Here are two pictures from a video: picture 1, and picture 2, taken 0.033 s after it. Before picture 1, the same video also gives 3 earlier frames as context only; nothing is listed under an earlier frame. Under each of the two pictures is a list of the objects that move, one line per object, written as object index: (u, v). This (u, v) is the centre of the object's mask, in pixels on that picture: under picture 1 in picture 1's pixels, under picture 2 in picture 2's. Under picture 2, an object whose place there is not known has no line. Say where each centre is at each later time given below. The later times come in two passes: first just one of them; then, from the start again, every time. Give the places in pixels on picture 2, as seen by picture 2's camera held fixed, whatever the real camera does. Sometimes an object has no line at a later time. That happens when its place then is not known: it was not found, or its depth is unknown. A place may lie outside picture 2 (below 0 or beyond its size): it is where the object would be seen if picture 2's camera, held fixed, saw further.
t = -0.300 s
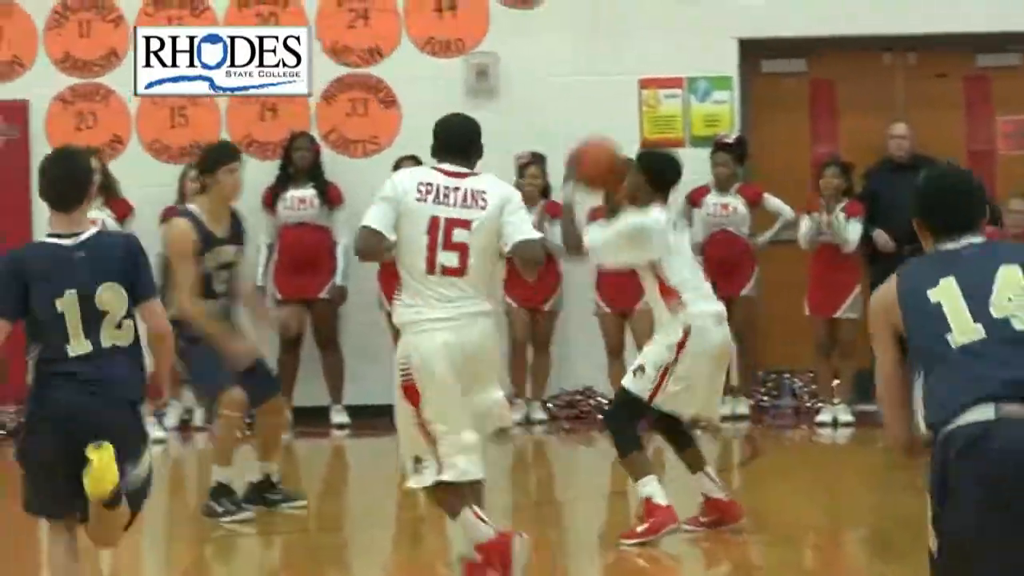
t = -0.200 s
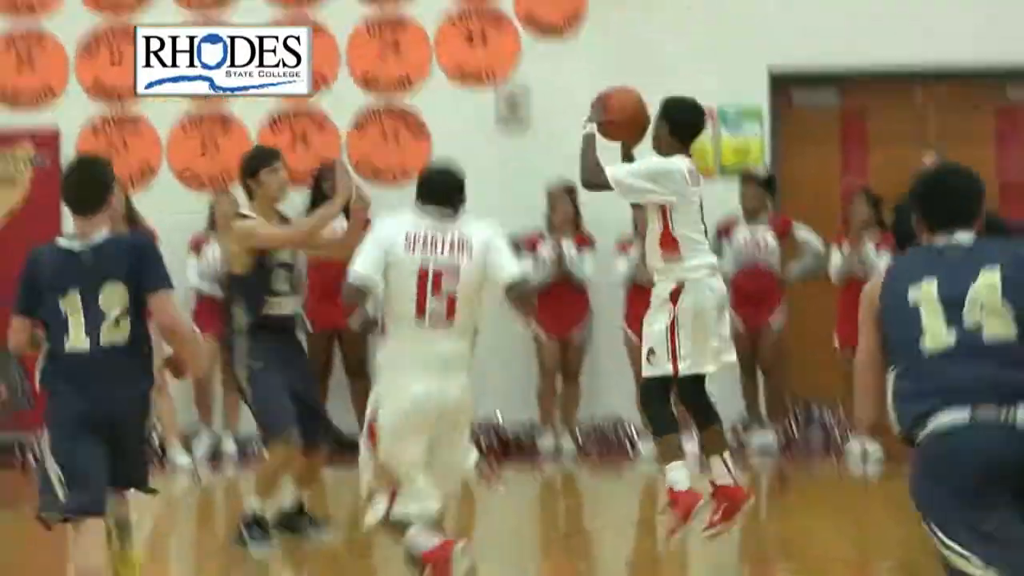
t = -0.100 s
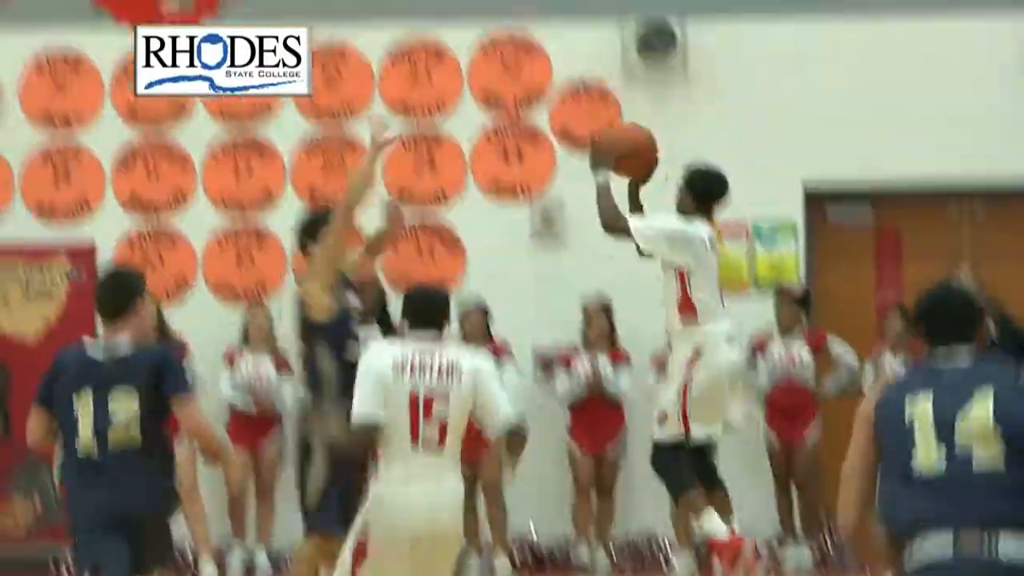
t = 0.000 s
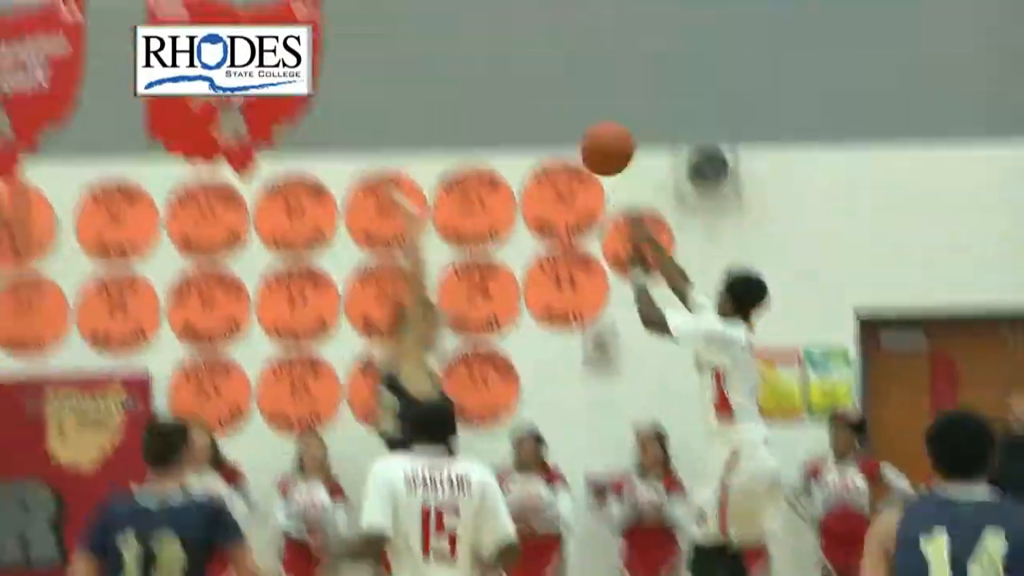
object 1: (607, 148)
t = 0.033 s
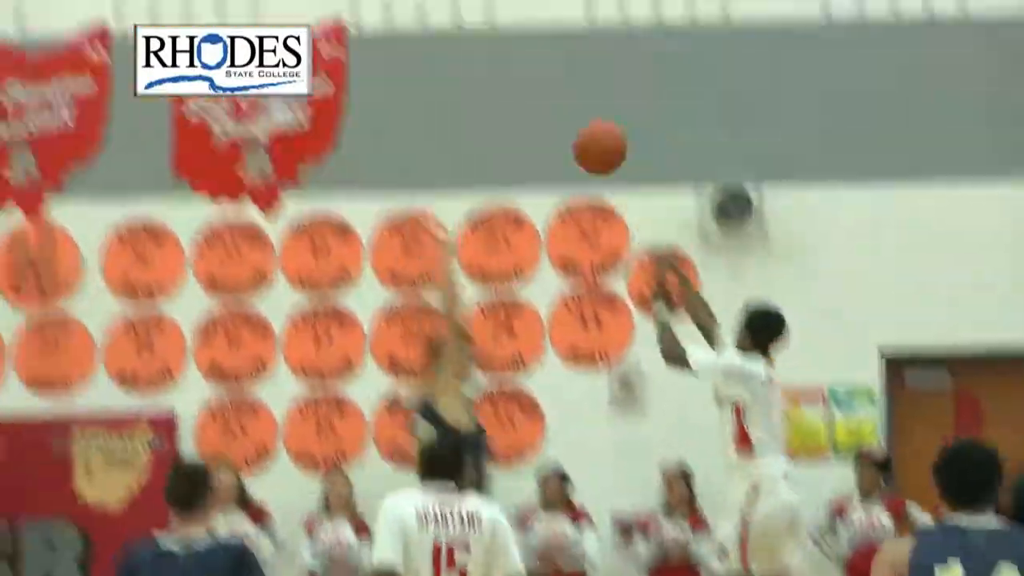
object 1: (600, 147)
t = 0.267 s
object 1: (395, -49)
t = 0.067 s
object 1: (569, 110)
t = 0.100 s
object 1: (540, 75)
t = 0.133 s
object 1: (510, 45)
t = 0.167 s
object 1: (480, 16)
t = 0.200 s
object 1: (451, -8)
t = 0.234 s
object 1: (422, -30)
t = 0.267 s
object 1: (395, -49)
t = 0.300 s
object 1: (366, -66)
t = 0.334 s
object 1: (339, -80)
